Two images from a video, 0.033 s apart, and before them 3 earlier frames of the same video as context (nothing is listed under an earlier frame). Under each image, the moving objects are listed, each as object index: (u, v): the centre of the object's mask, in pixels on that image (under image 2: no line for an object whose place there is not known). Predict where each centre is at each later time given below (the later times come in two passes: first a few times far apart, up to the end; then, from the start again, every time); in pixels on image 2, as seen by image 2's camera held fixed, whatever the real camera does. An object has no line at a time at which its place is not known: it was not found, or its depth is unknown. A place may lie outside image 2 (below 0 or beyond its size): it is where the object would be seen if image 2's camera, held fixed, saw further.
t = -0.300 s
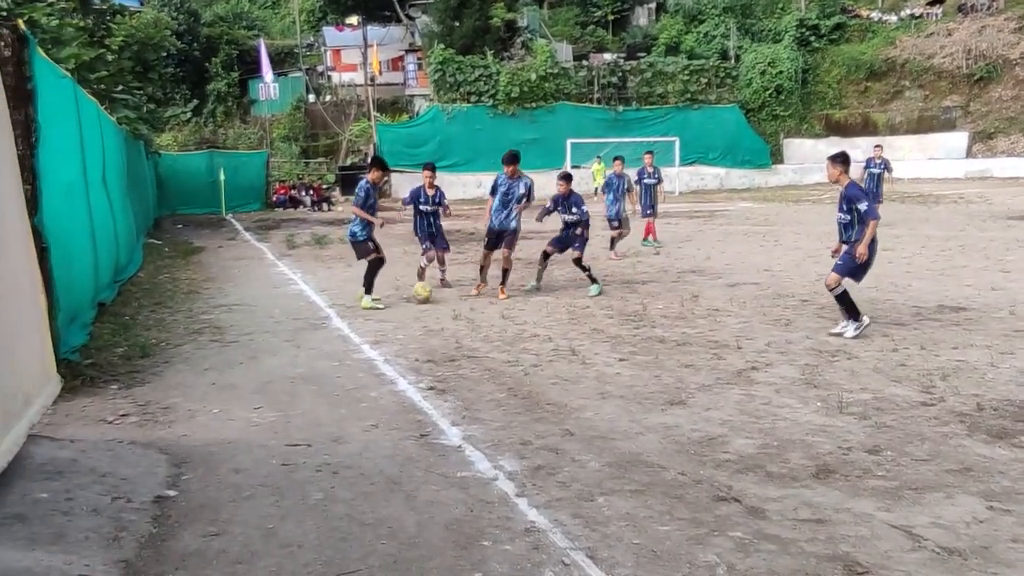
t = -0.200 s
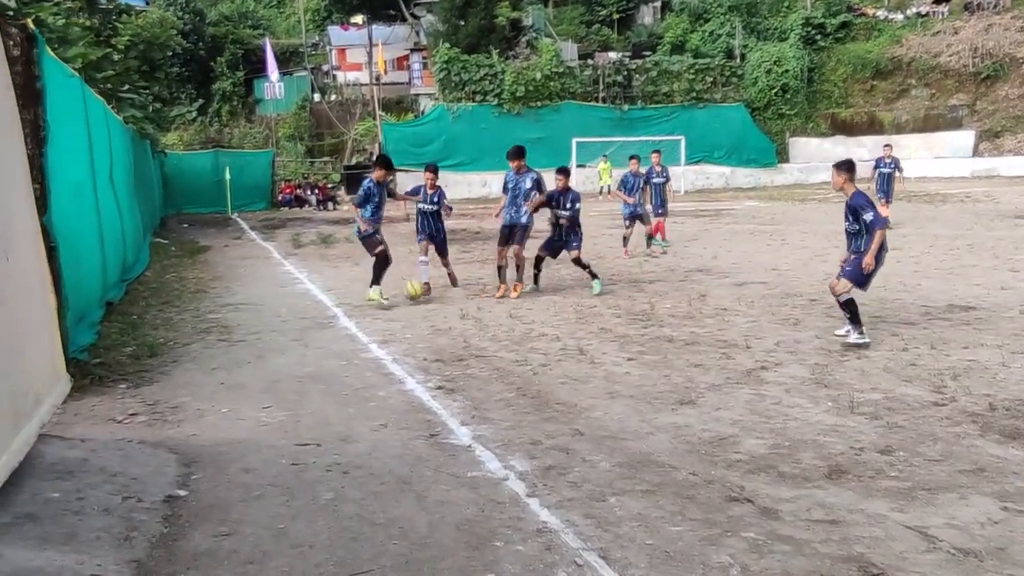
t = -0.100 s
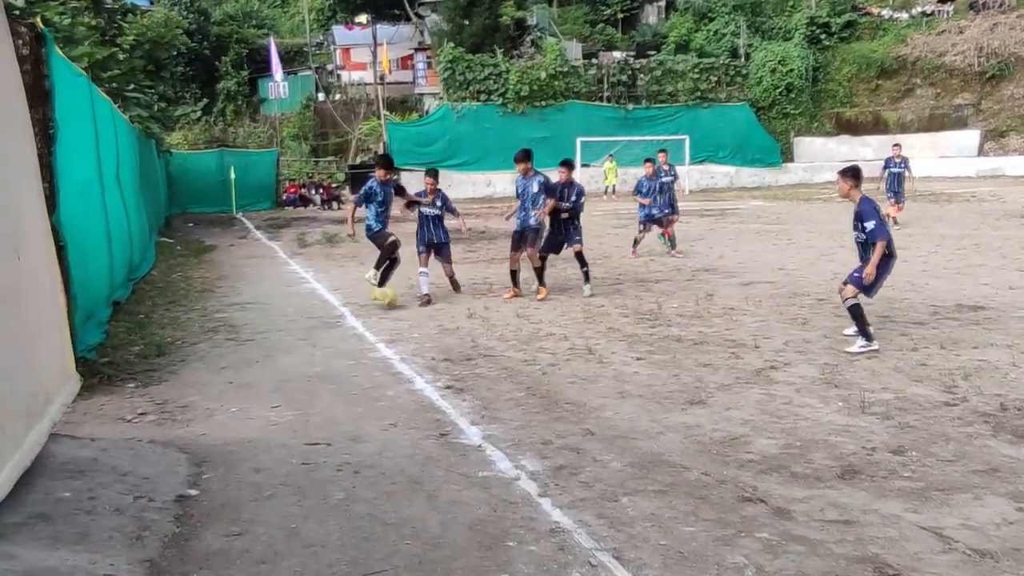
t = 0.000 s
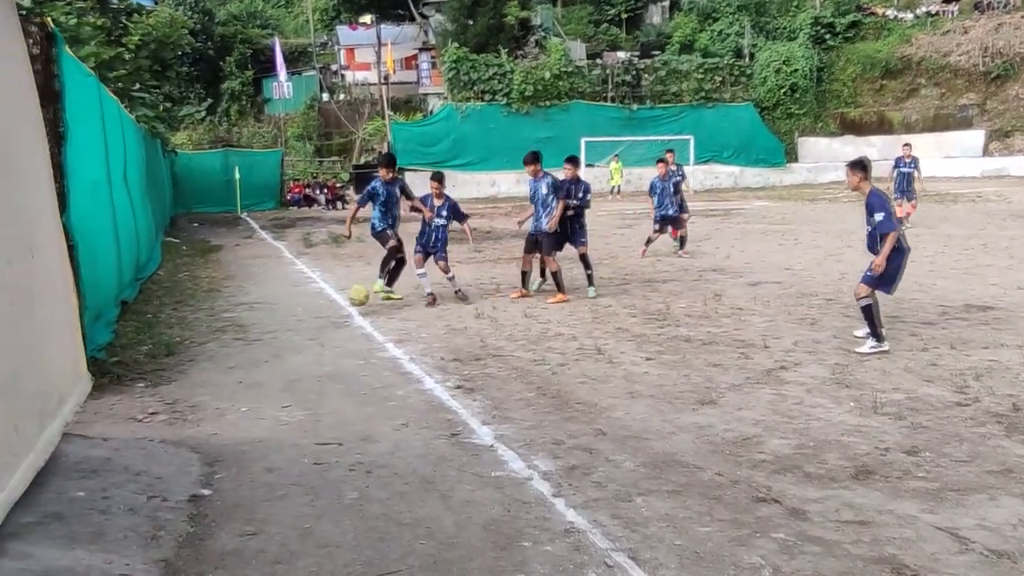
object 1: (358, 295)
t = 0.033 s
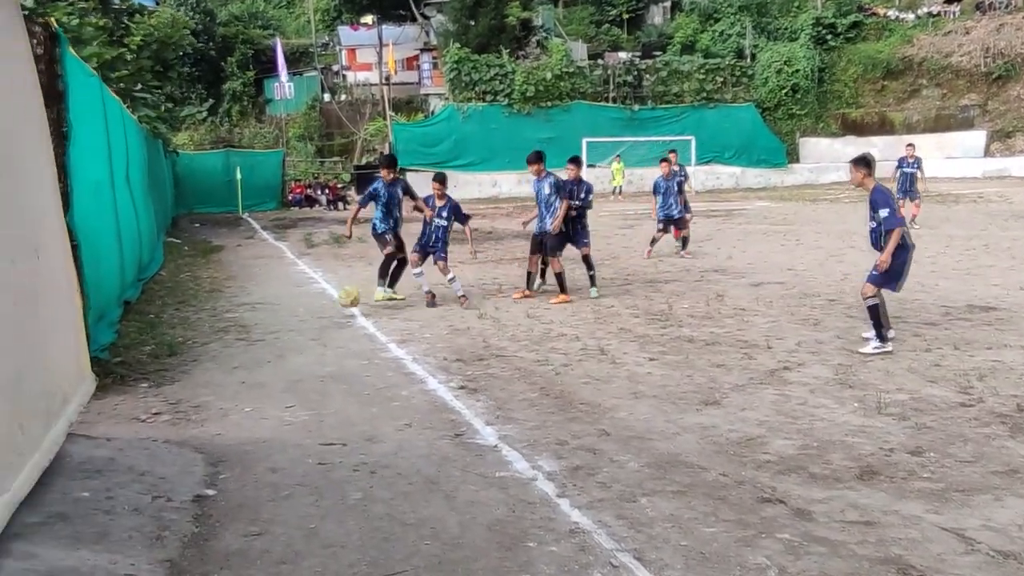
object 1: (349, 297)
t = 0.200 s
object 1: (285, 314)
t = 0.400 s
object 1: (200, 328)
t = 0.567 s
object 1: (122, 329)
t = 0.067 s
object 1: (336, 300)
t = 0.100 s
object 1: (324, 304)
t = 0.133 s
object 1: (311, 309)
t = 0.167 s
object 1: (298, 316)
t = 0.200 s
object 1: (285, 314)
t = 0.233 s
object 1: (271, 313)
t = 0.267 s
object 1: (258, 313)
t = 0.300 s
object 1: (244, 316)
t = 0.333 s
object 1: (230, 319)
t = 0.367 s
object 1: (215, 322)
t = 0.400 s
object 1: (200, 328)
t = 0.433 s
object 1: (185, 328)
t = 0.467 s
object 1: (169, 327)
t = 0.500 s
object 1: (154, 326)
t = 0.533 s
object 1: (138, 327)
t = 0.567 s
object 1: (122, 329)
